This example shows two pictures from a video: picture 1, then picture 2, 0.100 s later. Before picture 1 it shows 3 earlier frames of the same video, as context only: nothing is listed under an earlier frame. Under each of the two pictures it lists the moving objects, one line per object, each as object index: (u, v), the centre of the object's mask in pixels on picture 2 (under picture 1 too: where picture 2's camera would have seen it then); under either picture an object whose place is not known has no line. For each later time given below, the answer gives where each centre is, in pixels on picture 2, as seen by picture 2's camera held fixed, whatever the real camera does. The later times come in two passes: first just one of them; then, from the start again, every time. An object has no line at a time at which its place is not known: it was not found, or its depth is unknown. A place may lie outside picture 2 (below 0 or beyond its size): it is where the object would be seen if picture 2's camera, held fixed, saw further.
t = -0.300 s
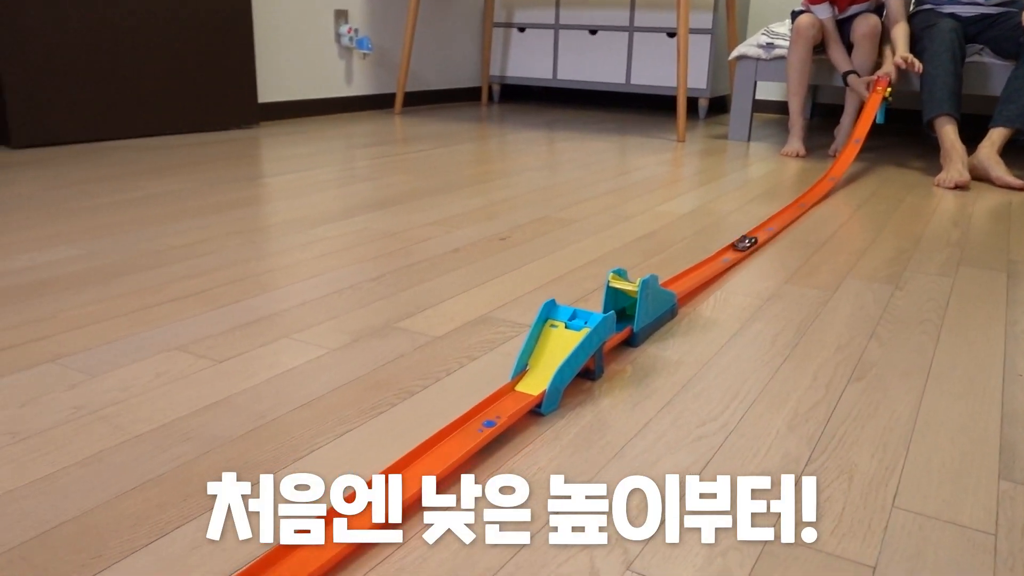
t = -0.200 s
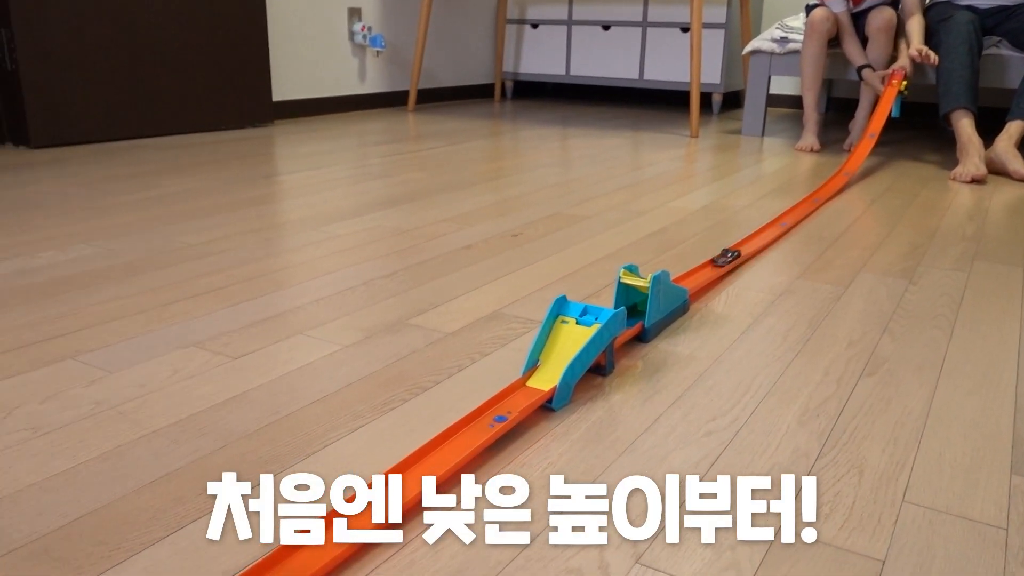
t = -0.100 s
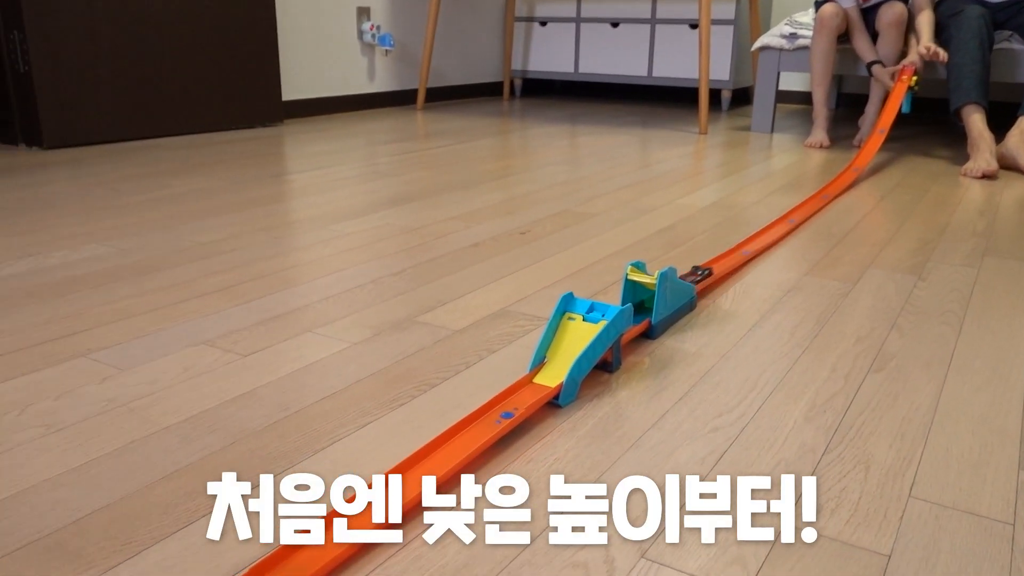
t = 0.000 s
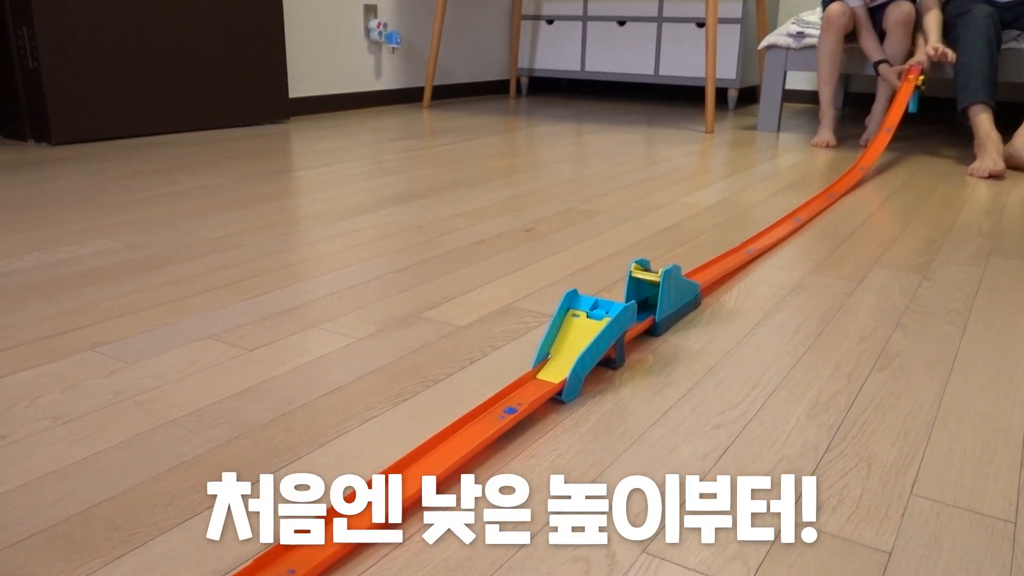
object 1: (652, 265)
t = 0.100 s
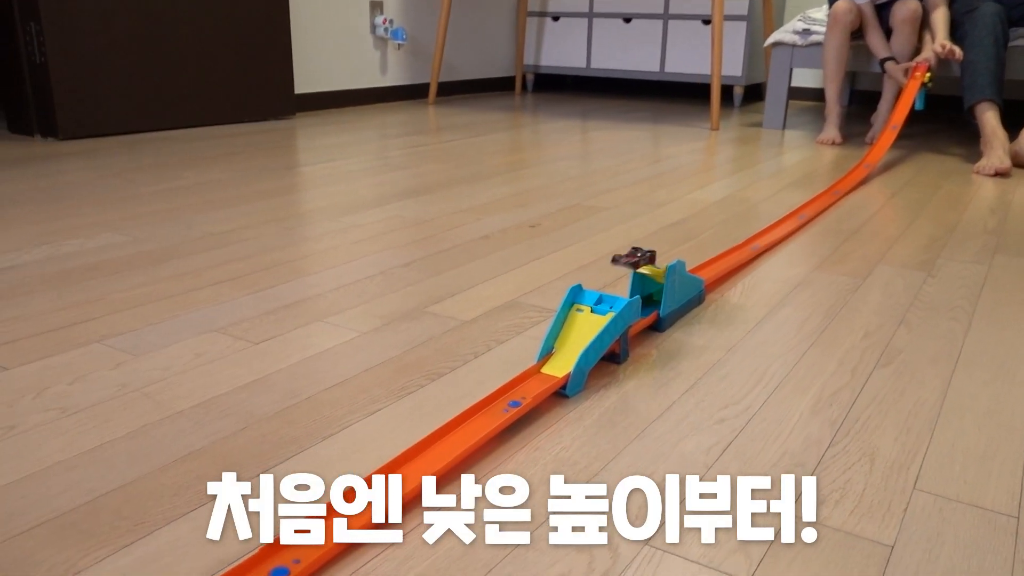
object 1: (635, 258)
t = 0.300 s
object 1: (523, 387)
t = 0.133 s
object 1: (622, 268)
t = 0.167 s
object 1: (609, 288)
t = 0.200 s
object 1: (594, 314)
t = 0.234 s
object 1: (572, 344)
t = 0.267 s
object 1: (549, 368)
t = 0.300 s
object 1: (523, 387)
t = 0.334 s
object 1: (497, 407)
